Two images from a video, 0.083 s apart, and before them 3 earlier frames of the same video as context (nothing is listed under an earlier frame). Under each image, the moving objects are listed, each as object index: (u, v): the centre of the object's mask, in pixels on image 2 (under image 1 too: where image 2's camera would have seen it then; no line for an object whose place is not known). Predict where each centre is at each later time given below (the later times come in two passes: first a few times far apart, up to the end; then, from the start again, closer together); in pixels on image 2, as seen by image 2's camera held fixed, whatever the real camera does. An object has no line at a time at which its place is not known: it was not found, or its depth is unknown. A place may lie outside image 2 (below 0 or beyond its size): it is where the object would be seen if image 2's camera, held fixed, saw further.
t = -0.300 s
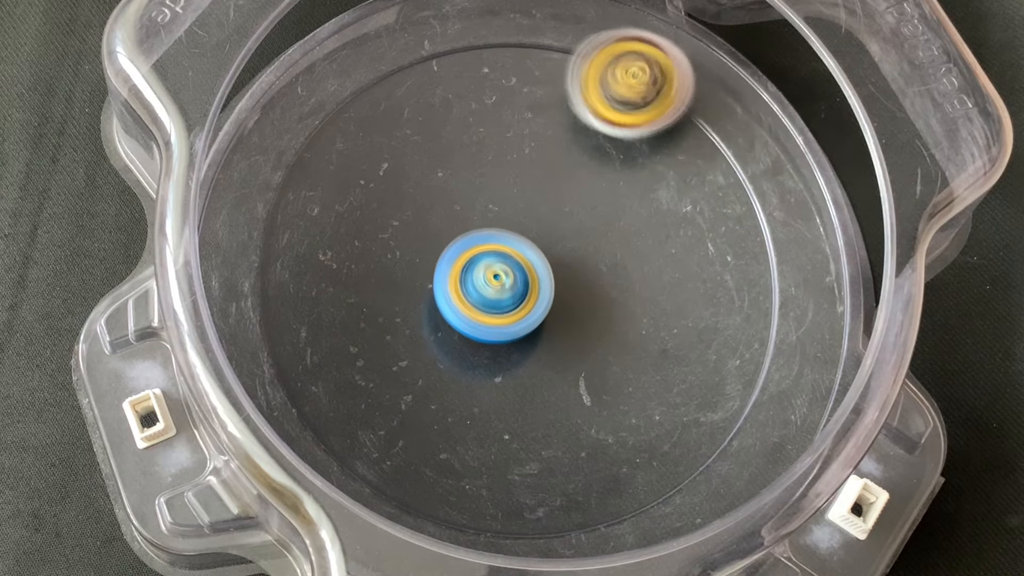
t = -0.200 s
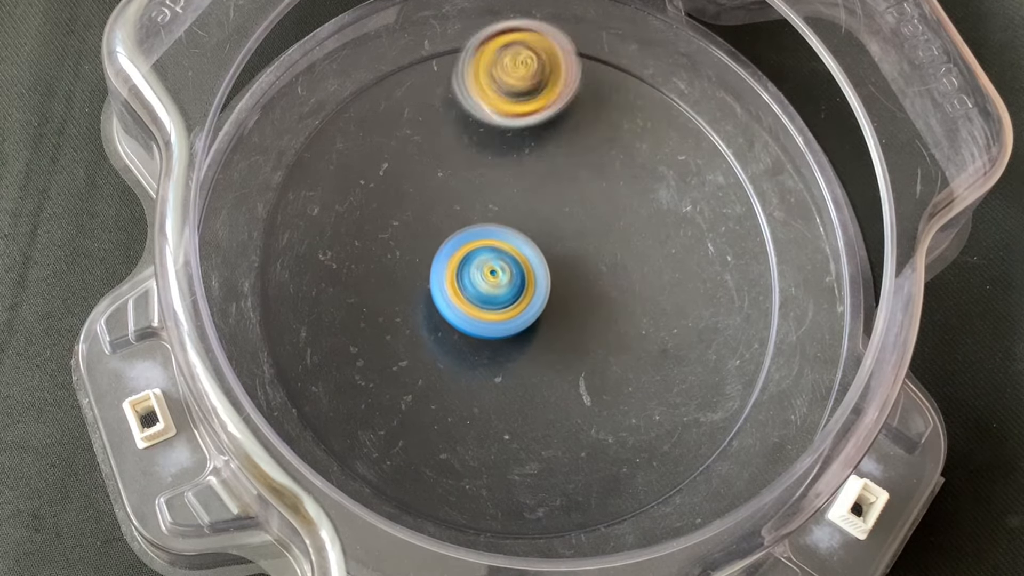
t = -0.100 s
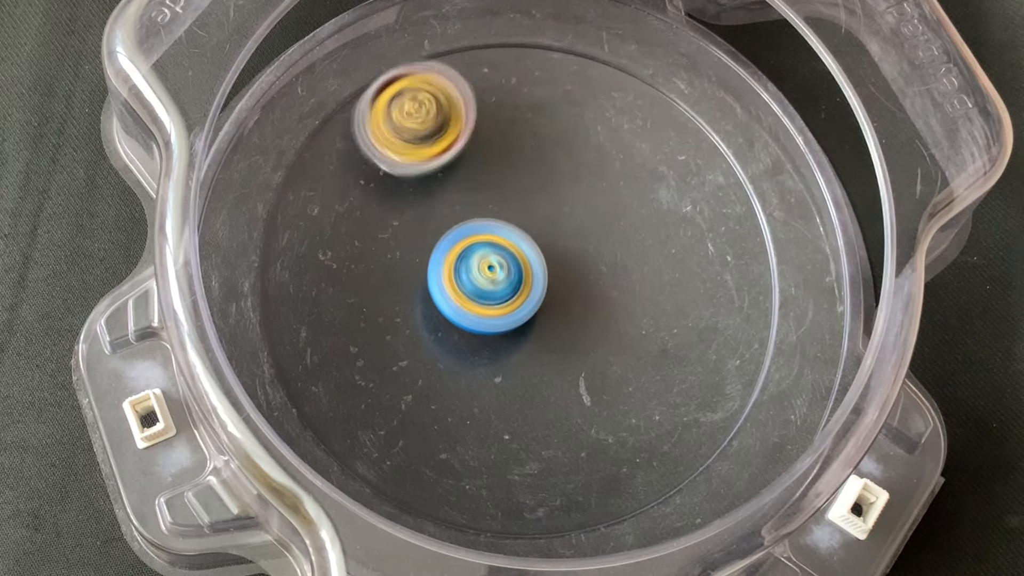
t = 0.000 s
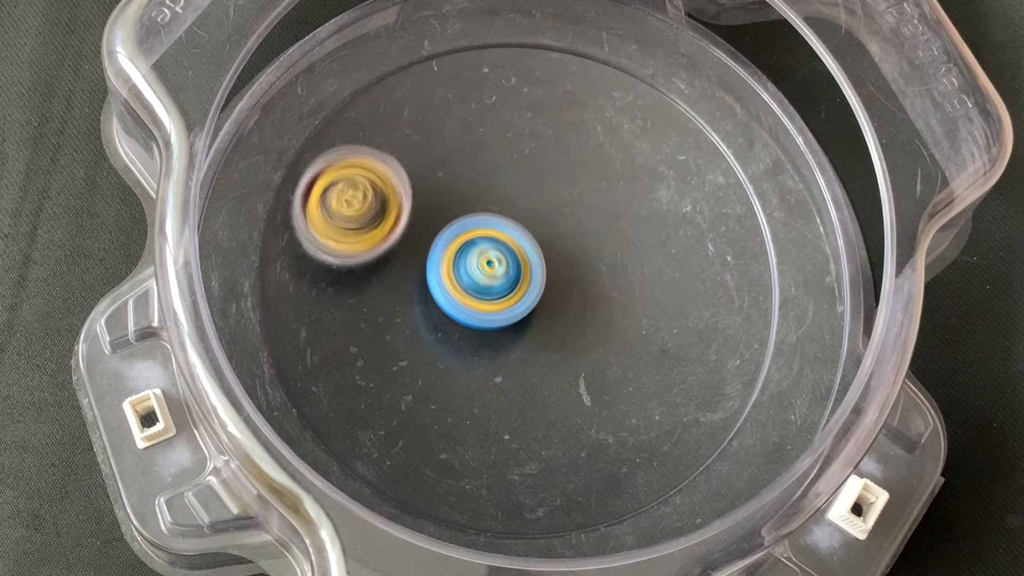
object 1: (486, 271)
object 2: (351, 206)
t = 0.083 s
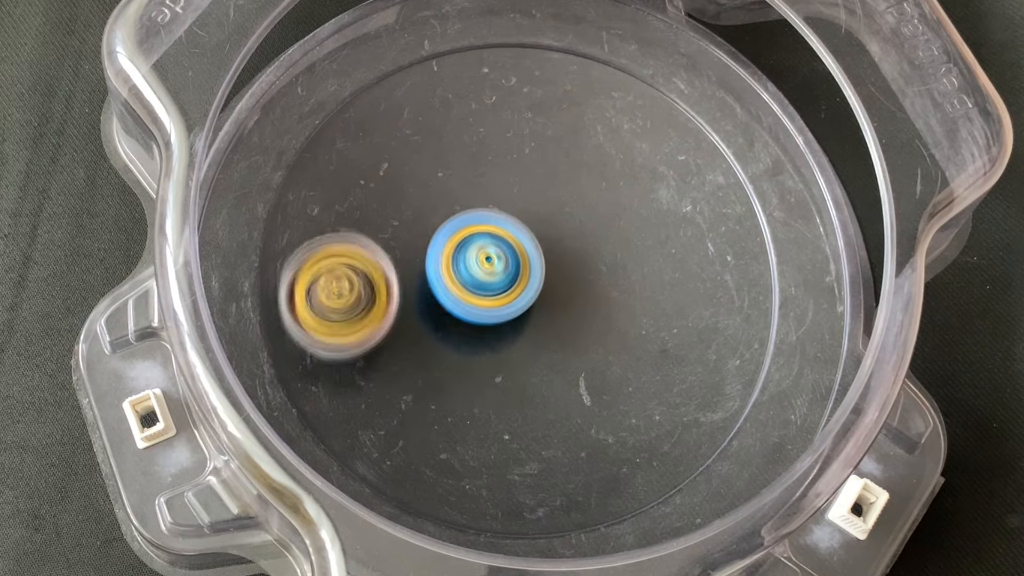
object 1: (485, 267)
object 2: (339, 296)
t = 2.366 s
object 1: (537, 284)
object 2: (321, 316)
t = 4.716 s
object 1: (522, 262)
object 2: (482, 396)
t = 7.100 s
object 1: (459, 382)
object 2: (497, 257)
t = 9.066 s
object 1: (622, 263)
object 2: (385, 230)
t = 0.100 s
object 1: (485, 266)
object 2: (342, 314)
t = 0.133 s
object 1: (485, 264)
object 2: (353, 350)
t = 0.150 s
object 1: (485, 263)
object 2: (361, 367)
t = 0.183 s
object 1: (485, 262)
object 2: (382, 398)
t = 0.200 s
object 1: (485, 261)
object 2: (396, 413)
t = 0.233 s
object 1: (485, 259)
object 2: (425, 439)
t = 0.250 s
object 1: (485, 259)
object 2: (441, 450)
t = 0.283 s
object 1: (485, 257)
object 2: (477, 467)
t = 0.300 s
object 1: (485, 256)
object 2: (497, 474)
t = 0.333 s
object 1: (486, 255)
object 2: (536, 482)
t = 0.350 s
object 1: (486, 254)
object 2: (556, 483)
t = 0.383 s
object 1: (487, 253)
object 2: (595, 480)
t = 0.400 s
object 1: (487, 252)
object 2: (615, 476)
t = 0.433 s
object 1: (488, 251)
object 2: (651, 462)
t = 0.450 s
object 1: (489, 250)
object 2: (667, 452)
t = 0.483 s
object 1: (490, 249)
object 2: (696, 427)
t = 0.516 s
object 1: (491, 248)
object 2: (720, 398)
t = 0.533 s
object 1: (491, 247)
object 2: (729, 382)
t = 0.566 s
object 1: (492, 246)
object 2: (740, 348)
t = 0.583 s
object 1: (493, 246)
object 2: (742, 330)
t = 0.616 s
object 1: (494, 245)
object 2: (743, 293)
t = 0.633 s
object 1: (495, 244)
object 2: (741, 275)
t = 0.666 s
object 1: (496, 243)
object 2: (730, 241)
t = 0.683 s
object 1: (496, 243)
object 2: (722, 225)
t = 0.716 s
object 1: (498, 242)
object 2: (701, 193)
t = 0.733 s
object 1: (499, 242)
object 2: (688, 179)
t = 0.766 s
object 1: (500, 241)
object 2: (661, 155)
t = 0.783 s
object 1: (501, 241)
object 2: (646, 145)
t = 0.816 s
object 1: (502, 240)
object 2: (613, 128)
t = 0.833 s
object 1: (503, 240)
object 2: (596, 122)
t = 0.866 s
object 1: (505, 240)
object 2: (561, 113)
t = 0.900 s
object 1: (506, 239)
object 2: (526, 111)
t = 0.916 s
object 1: (507, 239)
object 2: (508, 111)
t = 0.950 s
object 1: (508, 239)
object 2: (473, 116)
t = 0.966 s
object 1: (509, 239)
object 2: (456, 120)
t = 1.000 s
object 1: (511, 239)
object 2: (424, 133)
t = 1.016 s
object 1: (511, 239)
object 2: (409, 141)
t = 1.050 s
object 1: (513, 239)
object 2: (381, 161)
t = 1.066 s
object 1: (514, 239)
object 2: (369, 173)
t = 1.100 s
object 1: (516, 239)
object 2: (347, 198)
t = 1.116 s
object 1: (516, 239)
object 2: (338, 212)
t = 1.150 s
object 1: (518, 239)
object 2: (325, 243)
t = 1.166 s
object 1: (519, 239)
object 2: (320, 259)
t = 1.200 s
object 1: (521, 240)
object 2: (316, 294)
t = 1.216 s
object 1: (521, 240)
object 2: (316, 310)
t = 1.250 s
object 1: (523, 241)
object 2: (323, 344)
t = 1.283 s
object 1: (525, 242)
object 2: (337, 377)
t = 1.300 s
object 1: (525, 242)
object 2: (347, 392)
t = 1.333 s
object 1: (527, 243)
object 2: (370, 421)
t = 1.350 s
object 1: (527, 243)
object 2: (384, 432)
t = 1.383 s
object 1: (528, 244)
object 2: (415, 452)
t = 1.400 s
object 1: (529, 245)
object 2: (433, 461)
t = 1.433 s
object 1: (530, 246)
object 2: (470, 471)
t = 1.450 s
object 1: (531, 246)
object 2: (489, 474)
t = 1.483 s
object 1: (532, 248)
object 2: (526, 474)
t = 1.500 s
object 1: (533, 248)
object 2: (545, 471)
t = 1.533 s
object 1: (534, 249)
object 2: (581, 460)
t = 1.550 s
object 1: (535, 250)
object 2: (598, 452)
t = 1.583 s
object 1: (536, 251)
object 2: (629, 431)
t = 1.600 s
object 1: (536, 252)
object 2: (642, 419)
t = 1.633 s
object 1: (538, 253)
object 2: (662, 390)
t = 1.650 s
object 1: (538, 254)
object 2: (671, 375)
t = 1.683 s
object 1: (539, 255)
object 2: (682, 342)
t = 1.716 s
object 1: (539, 257)
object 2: (687, 307)
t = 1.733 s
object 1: (539, 257)
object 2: (686, 290)
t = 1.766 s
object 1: (540, 258)
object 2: (682, 258)
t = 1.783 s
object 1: (540, 259)
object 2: (676, 242)
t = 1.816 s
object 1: (541, 261)
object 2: (663, 212)
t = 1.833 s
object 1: (541, 261)
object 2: (653, 197)
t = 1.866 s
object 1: (542, 263)
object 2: (632, 171)
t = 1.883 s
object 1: (542, 263)
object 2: (620, 159)
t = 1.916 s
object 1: (542, 265)
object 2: (594, 138)
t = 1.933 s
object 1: (542, 266)
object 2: (580, 129)
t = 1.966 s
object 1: (542, 267)
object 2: (551, 116)
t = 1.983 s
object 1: (542, 268)
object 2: (536, 111)
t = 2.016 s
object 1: (542, 270)
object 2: (503, 105)
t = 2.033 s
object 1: (542, 270)
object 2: (487, 103)
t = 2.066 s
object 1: (542, 272)
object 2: (455, 105)
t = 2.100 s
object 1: (542, 273)
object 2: (423, 112)
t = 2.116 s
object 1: (542, 274)
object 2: (409, 117)
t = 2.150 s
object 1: (541, 276)
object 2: (381, 131)
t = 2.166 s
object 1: (541, 276)
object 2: (368, 141)
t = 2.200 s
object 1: (541, 278)
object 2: (345, 163)
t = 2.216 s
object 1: (540, 279)
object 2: (336, 176)
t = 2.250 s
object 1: (540, 280)
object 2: (321, 204)
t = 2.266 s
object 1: (539, 281)
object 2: (315, 219)
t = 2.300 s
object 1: (539, 282)
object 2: (310, 251)
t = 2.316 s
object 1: (538, 283)
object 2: (310, 266)
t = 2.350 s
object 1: (538, 284)
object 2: (316, 300)
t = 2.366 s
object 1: (537, 284)
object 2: (321, 316)
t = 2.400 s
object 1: (536, 286)
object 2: (338, 346)
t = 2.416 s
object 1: (536, 286)
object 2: (349, 361)
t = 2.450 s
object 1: (535, 287)
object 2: (374, 385)
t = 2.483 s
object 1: (534, 288)
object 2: (405, 403)
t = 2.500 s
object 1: (533, 289)
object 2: (421, 410)
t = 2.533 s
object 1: (532, 290)
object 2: (456, 420)
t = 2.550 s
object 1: (532, 290)
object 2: (474, 422)
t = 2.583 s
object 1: (530, 291)
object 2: (511, 423)
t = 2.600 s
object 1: (530, 292)
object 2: (529, 420)
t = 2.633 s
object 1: (528, 292)
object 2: (563, 411)
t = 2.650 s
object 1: (527, 292)
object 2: (579, 405)
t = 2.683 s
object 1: (526, 292)
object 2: (607, 389)
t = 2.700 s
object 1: (525, 292)
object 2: (620, 378)
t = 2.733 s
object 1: (523, 292)
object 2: (642, 354)
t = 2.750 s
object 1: (523, 292)
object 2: (652, 341)
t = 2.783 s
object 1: (521, 292)
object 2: (667, 313)
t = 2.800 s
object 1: (520, 292)
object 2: (672, 298)
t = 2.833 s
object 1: (518, 292)
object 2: (678, 268)
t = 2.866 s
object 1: (517, 292)
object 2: (677, 237)
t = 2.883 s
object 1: (516, 292)
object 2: (674, 222)
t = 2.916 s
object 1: (514, 292)
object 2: (665, 192)
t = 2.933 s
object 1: (513, 291)
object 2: (659, 179)
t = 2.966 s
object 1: (512, 291)
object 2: (643, 153)
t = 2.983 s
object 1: (511, 291)
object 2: (633, 141)
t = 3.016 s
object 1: (509, 290)
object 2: (610, 121)
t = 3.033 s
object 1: (508, 290)
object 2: (597, 112)
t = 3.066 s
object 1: (507, 290)
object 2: (569, 98)
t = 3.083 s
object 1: (506, 289)
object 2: (554, 93)
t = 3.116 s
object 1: (505, 288)
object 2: (523, 87)
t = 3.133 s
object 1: (504, 288)
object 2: (508, 87)
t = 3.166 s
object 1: (502, 287)
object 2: (476, 90)
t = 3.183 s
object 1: (502, 287)
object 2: (461, 94)
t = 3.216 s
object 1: (500, 286)
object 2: (432, 107)
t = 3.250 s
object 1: (499, 285)
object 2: (407, 125)
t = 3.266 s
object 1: (499, 284)
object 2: (396, 135)
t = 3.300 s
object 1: (498, 283)
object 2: (377, 160)
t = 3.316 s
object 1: (497, 283)
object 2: (370, 173)
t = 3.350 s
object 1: (496, 282)
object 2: (360, 203)
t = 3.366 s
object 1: (496, 281)
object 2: (357, 218)
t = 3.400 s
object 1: (495, 279)
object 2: (356, 250)
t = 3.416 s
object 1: (494, 279)
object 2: (358, 266)
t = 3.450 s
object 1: (494, 277)
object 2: (366, 295)
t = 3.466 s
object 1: (494, 276)
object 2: (373, 309)
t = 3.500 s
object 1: (496, 274)
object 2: (387, 336)
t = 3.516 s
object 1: (498, 273)
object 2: (395, 349)
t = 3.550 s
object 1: (501, 271)
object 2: (416, 372)
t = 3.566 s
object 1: (501, 270)
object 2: (429, 382)
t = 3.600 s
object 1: (502, 269)
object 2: (456, 398)
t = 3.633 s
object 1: (502, 267)
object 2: (487, 410)
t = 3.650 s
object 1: (501, 267)
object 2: (503, 414)
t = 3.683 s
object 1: (501, 265)
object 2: (535, 417)
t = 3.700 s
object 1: (501, 264)
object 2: (552, 417)
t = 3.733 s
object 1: (500, 263)
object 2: (584, 411)
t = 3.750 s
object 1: (500, 262)
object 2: (599, 406)
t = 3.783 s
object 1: (500, 261)
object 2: (626, 392)
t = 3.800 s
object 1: (500, 260)
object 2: (639, 383)
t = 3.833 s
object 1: (500, 259)
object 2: (660, 362)
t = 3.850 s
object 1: (500, 258)
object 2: (669, 350)
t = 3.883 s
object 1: (500, 256)
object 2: (683, 324)
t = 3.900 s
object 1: (500, 256)
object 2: (687, 310)
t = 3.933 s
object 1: (501, 255)
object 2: (691, 281)
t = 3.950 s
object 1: (501, 254)
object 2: (691, 267)
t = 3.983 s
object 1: (502, 253)
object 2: (685, 238)
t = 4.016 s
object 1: (502, 252)
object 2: (673, 211)
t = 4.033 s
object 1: (502, 251)
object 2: (665, 198)
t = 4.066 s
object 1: (503, 250)
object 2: (645, 175)
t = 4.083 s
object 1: (503, 250)
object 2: (633, 166)
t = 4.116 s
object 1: (504, 249)
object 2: (607, 149)
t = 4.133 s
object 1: (504, 249)
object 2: (594, 143)
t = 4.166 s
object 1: (505, 248)
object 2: (565, 134)
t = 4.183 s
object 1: (505, 247)
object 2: (550, 132)
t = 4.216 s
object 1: (505, 248)
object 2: (521, 130)
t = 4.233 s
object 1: (505, 251)
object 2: (507, 128)
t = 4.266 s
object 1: (503, 255)
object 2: (479, 130)
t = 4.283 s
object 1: (503, 256)
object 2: (466, 133)
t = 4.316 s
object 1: (504, 257)
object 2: (440, 143)
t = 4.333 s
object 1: (504, 257)
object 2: (428, 150)
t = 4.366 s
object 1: (506, 257)
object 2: (406, 168)
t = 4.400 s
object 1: (507, 257)
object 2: (389, 190)
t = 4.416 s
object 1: (508, 257)
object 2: (382, 202)
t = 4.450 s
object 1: (510, 257)
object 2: (372, 228)
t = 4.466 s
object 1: (511, 257)
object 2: (369, 241)
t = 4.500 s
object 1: (512, 258)
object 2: (367, 268)
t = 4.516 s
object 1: (513, 258)
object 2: (368, 282)
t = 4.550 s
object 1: (514, 258)
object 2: (376, 308)
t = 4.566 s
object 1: (515, 259)
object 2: (381, 321)
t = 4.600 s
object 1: (517, 259)
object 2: (397, 344)
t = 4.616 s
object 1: (518, 260)
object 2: (406, 354)
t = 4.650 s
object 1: (519, 260)
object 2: (429, 372)
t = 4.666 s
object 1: (520, 261)
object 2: (441, 380)
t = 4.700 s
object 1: (522, 262)
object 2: (468, 392)
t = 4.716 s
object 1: (522, 262)
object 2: (482, 396)
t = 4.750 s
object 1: (523, 263)
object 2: (512, 401)
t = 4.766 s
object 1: (524, 263)
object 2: (527, 401)
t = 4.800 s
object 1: (526, 264)
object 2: (556, 397)
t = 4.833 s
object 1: (527, 265)
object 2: (583, 388)
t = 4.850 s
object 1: (528, 266)
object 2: (595, 381)
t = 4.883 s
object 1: (529, 267)
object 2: (616, 365)
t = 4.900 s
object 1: (529, 267)
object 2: (625, 355)
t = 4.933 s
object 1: (530, 269)
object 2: (641, 334)
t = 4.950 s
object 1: (531, 269)
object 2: (646, 322)
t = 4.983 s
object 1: (528, 267)
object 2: (658, 299)
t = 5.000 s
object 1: (526, 266)
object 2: (662, 287)
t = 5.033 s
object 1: (525, 265)
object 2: (665, 262)
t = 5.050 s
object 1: (524, 265)
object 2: (665, 250)
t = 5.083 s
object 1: (525, 265)
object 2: (658, 225)
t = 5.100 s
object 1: (525, 265)
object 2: (653, 213)
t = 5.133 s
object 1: (525, 266)
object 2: (639, 192)
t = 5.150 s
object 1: (525, 266)
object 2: (631, 182)
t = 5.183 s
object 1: (525, 267)
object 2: (611, 165)
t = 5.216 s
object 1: (525, 268)
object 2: (589, 152)
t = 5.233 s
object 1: (525, 268)
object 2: (577, 147)
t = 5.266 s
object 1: (526, 269)
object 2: (552, 141)
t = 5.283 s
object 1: (526, 269)
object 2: (539, 139)
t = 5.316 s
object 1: (525, 270)
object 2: (514, 139)
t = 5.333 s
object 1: (525, 271)
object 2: (501, 142)
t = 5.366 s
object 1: (525, 271)
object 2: (477, 149)
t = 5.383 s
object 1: (525, 272)
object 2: (466, 154)
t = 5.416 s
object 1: (525, 272)
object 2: (445, 168)
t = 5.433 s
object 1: (525, 273)
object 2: (436, 176)
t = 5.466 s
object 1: (525, 273)
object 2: (421, 194)
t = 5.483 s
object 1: (525, 274)
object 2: (414, 205)
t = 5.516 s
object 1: (524, 274)
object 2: (405, 227)
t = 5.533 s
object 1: (524, 274)
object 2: (402, 239)
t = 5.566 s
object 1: (524, 275)
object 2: (398, 263)
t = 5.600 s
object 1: (524, 276)
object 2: (398, 287)
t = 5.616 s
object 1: (524, 276)
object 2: (400, 298)
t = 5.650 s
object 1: (524, 277)
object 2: (407, 321)
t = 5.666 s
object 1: (523, 277)
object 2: (413, 332)
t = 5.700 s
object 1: (525, 277)
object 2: (426, 353)
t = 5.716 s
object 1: (527, 276)
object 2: (433, 363)
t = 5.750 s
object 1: (529, 275)
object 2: (450, 381)
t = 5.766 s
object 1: (530, 275)
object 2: (460, 388)
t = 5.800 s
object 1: (531, 275)
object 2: (482, 400)
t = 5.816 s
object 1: (531, 275)
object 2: (495, 404)
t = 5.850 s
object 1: (532, 275)
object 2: (520, 408)
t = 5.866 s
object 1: (532, 275)
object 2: (533, 409)
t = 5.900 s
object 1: (531, 275)
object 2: (559, 407)
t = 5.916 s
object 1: (532, 275)
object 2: (572, 404)
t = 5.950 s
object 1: (531, 275)
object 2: (596, 393)
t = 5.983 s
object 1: (531, 274)
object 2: (616, 377)
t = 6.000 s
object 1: (531, 274)
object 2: (624, 367)
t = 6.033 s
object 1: (531, 274)
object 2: (637, 346)
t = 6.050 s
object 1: (531, 274)
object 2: (642, 334)
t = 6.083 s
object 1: (529, 273)
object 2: (649, 312)
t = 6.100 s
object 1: (522, 269)
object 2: (658, 303)
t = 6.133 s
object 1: (510, 260)
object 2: (672, 286)
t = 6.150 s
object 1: (505, 257)
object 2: (676, 276)
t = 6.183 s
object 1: (498, 252)
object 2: (677, 256)
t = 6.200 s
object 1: (496, 250)
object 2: (676, 246)
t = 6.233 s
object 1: (494, 248)
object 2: (669, 226)
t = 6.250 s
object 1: (494, 247)
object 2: (664, 216)
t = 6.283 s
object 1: (493, 247)
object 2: (650, 197)
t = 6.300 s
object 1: (493, 247)
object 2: (642, 188)
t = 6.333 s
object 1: (492, 247)
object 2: (623, 173)
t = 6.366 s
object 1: (491, 247)
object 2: (601, 161)
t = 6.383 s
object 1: (491, 247)
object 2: (589, 157)
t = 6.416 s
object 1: (490, 247)
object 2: (564, 152)
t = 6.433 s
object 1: (489, 248)
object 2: (553, 151)
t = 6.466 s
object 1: (465, 271)
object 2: (554, 127)
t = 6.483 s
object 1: (453, 282)
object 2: (555, 114)
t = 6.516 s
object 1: (429, 305)
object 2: (554, 94)
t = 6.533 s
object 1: (421, 314)
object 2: (552, 86)
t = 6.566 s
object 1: (405, 330)
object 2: (544, 76)
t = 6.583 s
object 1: (400, 336)
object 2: (538, 73)
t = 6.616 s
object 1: (395, 345)
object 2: (523, 69)
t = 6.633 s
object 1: (394, 347)
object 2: (514, 68)
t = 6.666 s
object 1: (395, 348)
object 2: (496, 70)
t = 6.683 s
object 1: (397, 349)
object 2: (487, 72)
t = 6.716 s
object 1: (401, 349)
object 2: (468, 79)
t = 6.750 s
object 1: (405, 349)
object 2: (450, 91)
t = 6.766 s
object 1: (407, 349)
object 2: (442, 99)
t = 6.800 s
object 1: (412, 348)
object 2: (427, 118)
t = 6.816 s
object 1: (415, 347)
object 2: (421, 128)
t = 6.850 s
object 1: (419, 346)
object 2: (414, 152)
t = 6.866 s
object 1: (422, 345)
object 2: (412, 166)
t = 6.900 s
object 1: (426, 344)
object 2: (412, 192)
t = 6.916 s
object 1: (428, 344)
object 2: (414, 205)
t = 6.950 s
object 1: (432, 346)
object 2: (422, 227)
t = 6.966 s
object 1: (435, 355)
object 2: (427, 230)
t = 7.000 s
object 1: (441, 371)
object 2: (441, 234)
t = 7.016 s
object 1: (445, 376)
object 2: (449, 237)
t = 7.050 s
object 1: (451, 381)
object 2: (467, 246)
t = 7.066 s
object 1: (454, 382)
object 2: (476, 250)
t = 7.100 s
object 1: (459, 382)
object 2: (497, 257)
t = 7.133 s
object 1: (464, 380)
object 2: (518, 260)
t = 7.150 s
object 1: (466, 379)
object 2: (529, 262)
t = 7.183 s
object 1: (471, 377)
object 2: (551, 263)
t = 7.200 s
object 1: (473, 376)
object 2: (561, 262)
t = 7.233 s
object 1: (476, 374)
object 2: (581, 259)
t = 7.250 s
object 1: (479, 373)
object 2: (591, 256)
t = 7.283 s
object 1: (482, 371)
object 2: (608, 249)
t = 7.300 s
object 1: (484, 370)
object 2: (616, 244)
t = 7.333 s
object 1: (488, 368)
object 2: (628, 234)
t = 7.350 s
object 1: (489, 366)
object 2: (634, 228)
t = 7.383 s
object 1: (493, 364)
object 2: (642, 216)
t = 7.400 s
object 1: (495, 363)
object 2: (645, 209)
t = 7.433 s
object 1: (498, 360)
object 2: (648, 196)
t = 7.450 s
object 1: (499, 359)
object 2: (648, 189)
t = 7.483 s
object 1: (502, 356)
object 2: (646, 175)
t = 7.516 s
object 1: (505, 354)
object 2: (639, 162)
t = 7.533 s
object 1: (506, 352)
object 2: (634, 156)
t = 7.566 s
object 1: (509, 350)
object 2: (621, 146)
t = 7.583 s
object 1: (510, 349)
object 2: (613, 143)
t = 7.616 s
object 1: (513, 347)
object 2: (595, 140)
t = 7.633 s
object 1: (514, 346)
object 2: (585, 140)
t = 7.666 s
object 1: (517, 344)
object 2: (565, 145)
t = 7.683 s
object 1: (518, 343)
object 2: (555, 149)
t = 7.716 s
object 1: (520, 340)
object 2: (536, 161)
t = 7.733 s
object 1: (521, 339)
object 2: (527, 169)
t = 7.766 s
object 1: (523, 337)
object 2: (512, 187)
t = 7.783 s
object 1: (524, 336)
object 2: (506, 196)
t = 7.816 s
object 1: (526, 334)
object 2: (497, 216)
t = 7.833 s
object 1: (527, 352)
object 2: (496, 212)
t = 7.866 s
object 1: (528, 394)
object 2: (492, 188)
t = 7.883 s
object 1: (529, 413)
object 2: (490, 178)
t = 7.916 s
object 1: (532, 447)
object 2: (487, 163)
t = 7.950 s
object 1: (538, 471)
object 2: (484, 155)
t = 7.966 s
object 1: (542, 479)
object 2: (482, 153)
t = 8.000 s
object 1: (554, 491)
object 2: (477, 153)
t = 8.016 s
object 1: (560, 494)
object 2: (474, 156)
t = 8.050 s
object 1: (576, 496)
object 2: (466, 164)
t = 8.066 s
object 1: (582, 497)
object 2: (462, 169)
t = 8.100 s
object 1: (594, 494)
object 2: (455, 183)
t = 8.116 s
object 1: (599, 492)
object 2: (451, 191)
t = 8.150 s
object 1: (605, 485)
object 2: (445, 207)
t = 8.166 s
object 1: (608, 480)
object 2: (444, 215)
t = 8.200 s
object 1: (611, 467)
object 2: (442, 234)
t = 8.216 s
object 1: (610, 459)
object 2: (443, 243)
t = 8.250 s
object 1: (608, 441)
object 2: (447, 262)
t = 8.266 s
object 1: (606, 431)
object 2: (450, 271)
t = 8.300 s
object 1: (602, 413)
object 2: (457, 288)
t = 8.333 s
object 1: (596, 392)
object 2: (469, 303)
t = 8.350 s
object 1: (593, 383)
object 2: (474, 309)
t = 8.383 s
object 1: (617, 388)
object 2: (459, 294)
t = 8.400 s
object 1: (643, 401)
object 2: (438, 273)
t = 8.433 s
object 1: (689, 423)
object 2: (399, 232)
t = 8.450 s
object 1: (709, 431)
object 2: (382, 213)
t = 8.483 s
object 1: (724, 427)
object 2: (352, 178)
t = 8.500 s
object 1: (726, 422)
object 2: (340, 162)
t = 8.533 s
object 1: (723, 404)
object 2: (319, 139)
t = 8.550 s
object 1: (721, 394)
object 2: (314, 131)
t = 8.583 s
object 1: (713, 374)
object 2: (314, 126)
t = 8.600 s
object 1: (707, 363)
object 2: (317, 127)
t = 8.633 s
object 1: (691, 344)
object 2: (326, 138)
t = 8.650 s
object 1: (682, 335)
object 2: (331, 144)
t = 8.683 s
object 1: (663, 316)
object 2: (343, 157)
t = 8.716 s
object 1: (643, 299)
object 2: (358, 172)
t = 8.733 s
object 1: (632, 291)
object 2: (367, 182)
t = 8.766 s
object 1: (612, 277)
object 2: (386, 199)
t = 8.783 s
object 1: (602, 271)
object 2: (397, 208)
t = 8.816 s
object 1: (583, 260)
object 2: (419, 226)
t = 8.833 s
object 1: (575, 256)
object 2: (429, 233)
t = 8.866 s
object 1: (567, 254)
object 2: (441, 247)
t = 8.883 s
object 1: (580, 254)
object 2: (431, 248)
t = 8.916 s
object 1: (602, 257)
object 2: (413, 251)
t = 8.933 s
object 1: (611, 258)
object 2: (407, 251)
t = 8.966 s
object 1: (623, 261)
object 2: (397, 248)
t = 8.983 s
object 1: (626, 261)
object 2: (393, 246)
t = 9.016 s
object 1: (627, 263)
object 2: (388, 240)
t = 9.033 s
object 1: (626, 263)
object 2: (387, 237)
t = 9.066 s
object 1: (622, 263)
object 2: (385, 230)
